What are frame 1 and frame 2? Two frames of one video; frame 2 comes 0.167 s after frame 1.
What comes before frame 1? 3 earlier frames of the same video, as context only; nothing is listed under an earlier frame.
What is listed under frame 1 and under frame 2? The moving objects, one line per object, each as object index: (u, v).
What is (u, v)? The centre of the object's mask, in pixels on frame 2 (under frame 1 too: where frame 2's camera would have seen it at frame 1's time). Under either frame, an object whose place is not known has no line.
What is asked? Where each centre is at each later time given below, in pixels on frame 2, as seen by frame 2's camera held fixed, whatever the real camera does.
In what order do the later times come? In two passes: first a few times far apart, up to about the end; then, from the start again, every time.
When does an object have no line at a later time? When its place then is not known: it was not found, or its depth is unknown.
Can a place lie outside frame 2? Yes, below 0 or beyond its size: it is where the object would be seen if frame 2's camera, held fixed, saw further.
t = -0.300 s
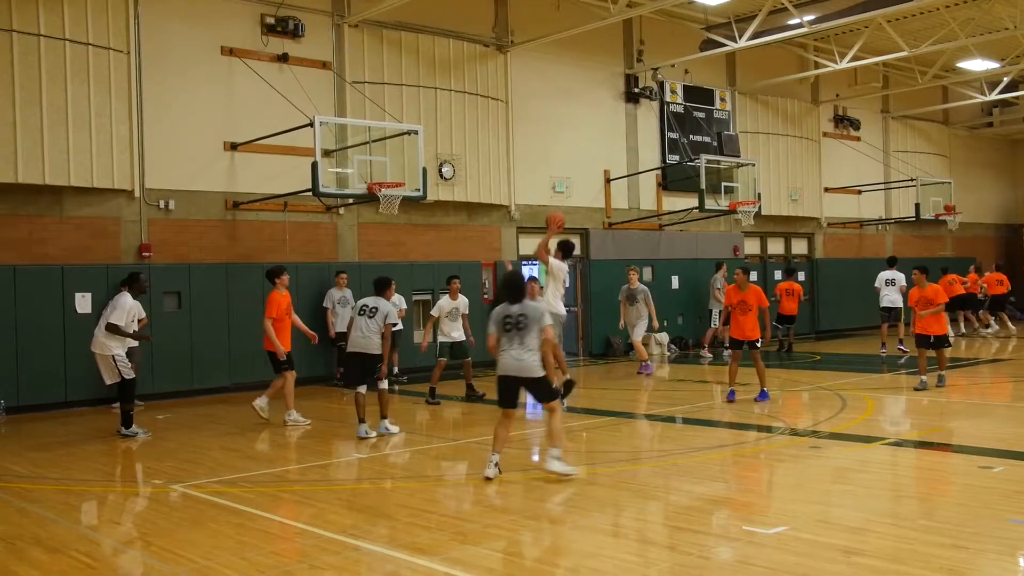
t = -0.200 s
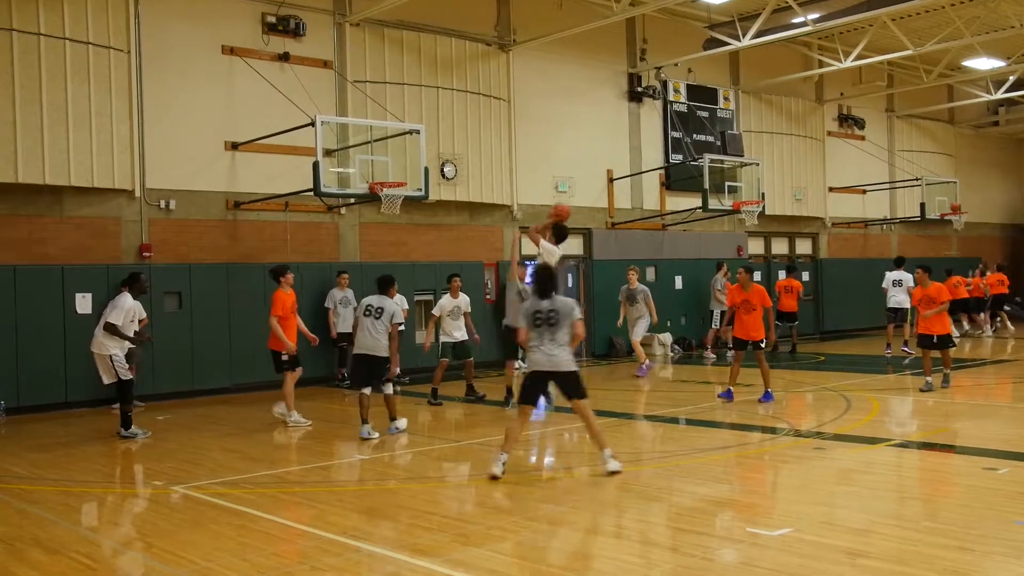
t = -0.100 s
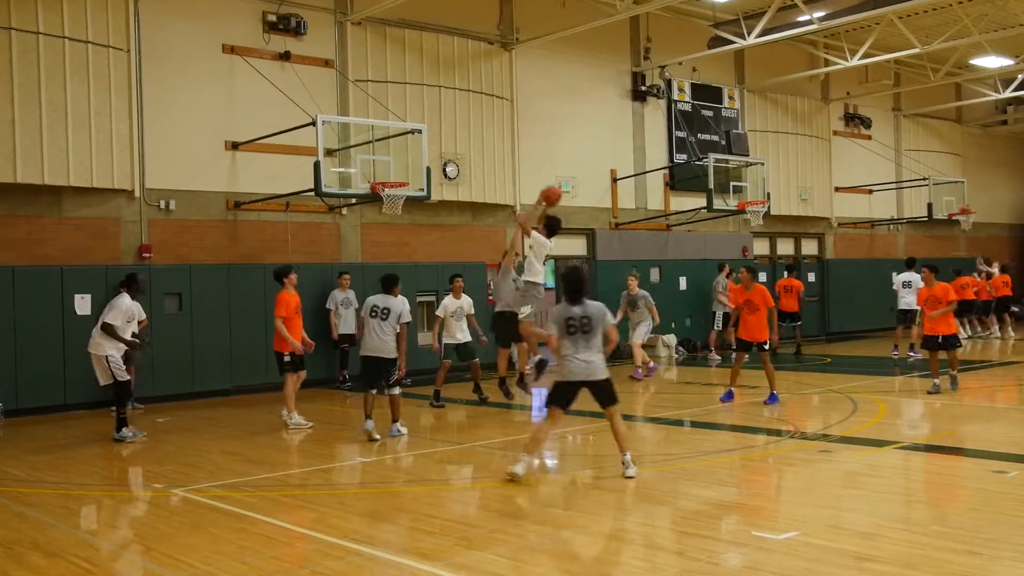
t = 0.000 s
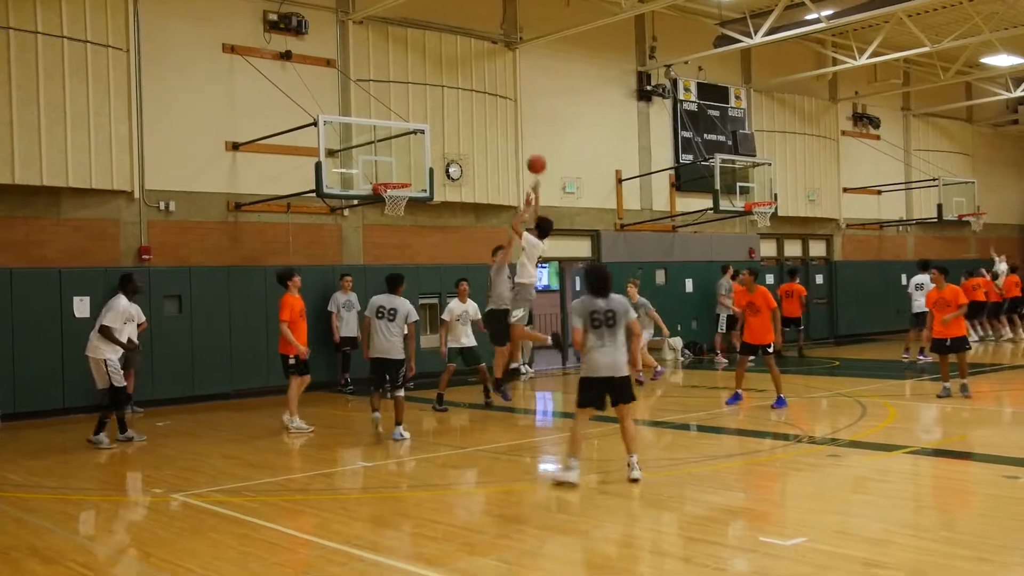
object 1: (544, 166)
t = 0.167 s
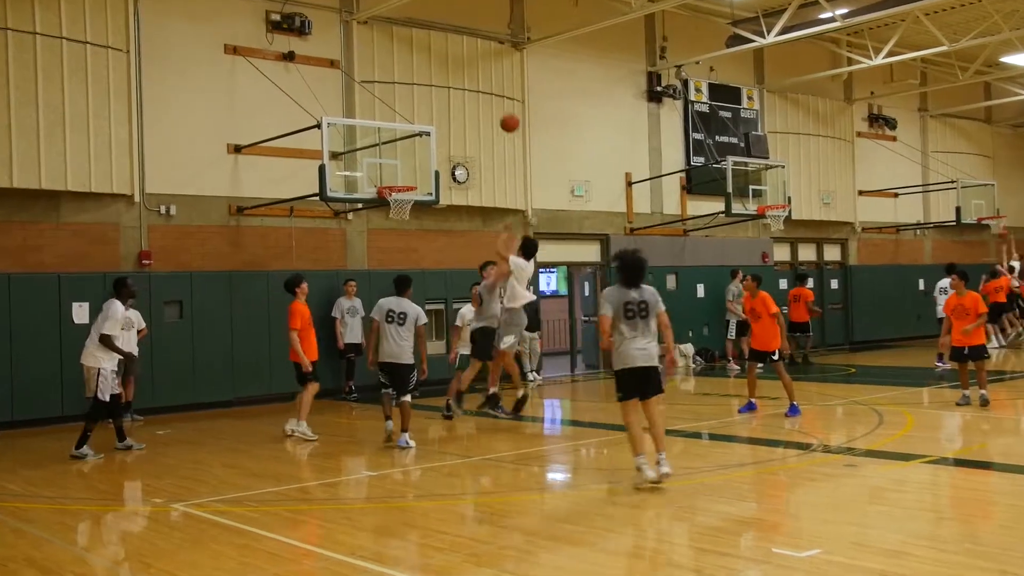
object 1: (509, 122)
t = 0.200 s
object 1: (503, 117)
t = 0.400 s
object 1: (466, 101)
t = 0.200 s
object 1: (503, 117)
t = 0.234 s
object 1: (496, 112)
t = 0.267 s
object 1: (490, 109)
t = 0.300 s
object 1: (484, 105)
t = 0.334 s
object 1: (478, 103)
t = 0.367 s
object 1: (472, 102)
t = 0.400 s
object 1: (466, 101)
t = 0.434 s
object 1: (460, 101)
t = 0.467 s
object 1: (455, 103)
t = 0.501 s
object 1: (449, 104)
